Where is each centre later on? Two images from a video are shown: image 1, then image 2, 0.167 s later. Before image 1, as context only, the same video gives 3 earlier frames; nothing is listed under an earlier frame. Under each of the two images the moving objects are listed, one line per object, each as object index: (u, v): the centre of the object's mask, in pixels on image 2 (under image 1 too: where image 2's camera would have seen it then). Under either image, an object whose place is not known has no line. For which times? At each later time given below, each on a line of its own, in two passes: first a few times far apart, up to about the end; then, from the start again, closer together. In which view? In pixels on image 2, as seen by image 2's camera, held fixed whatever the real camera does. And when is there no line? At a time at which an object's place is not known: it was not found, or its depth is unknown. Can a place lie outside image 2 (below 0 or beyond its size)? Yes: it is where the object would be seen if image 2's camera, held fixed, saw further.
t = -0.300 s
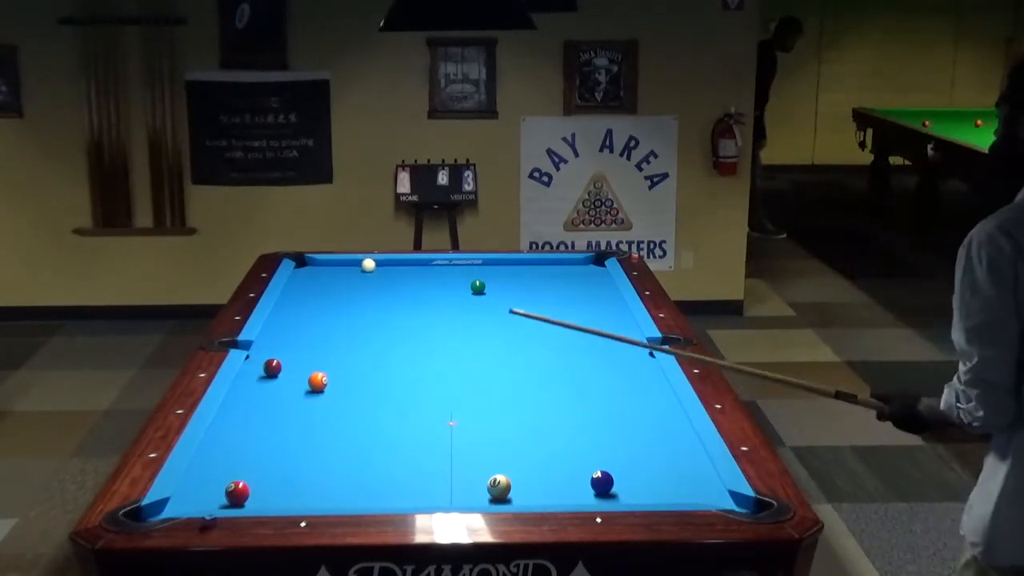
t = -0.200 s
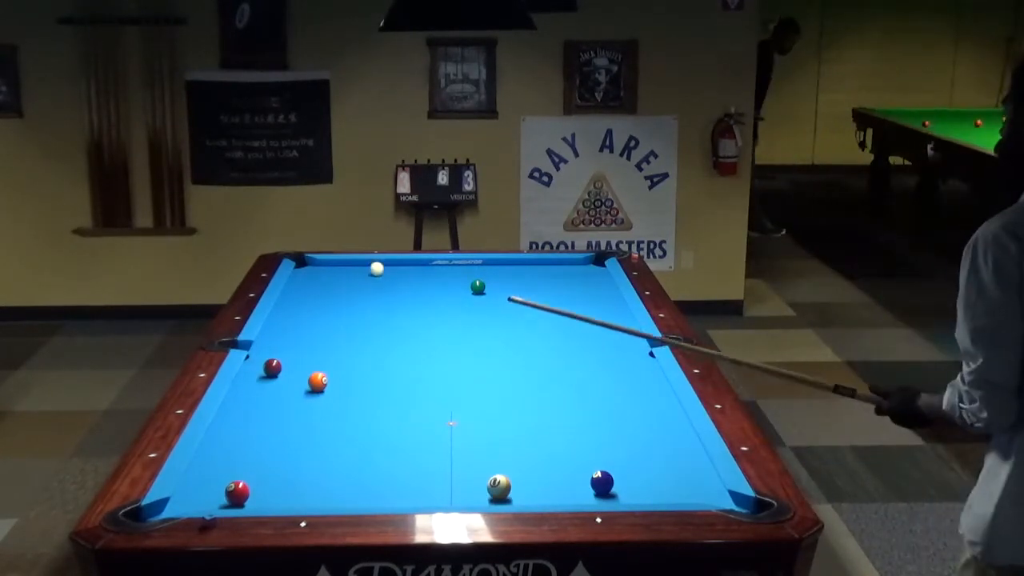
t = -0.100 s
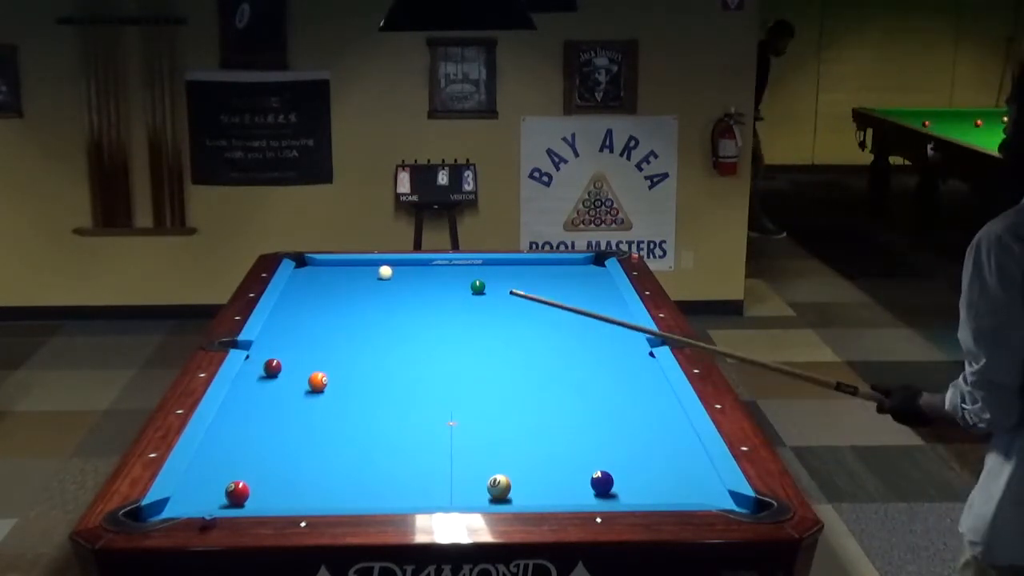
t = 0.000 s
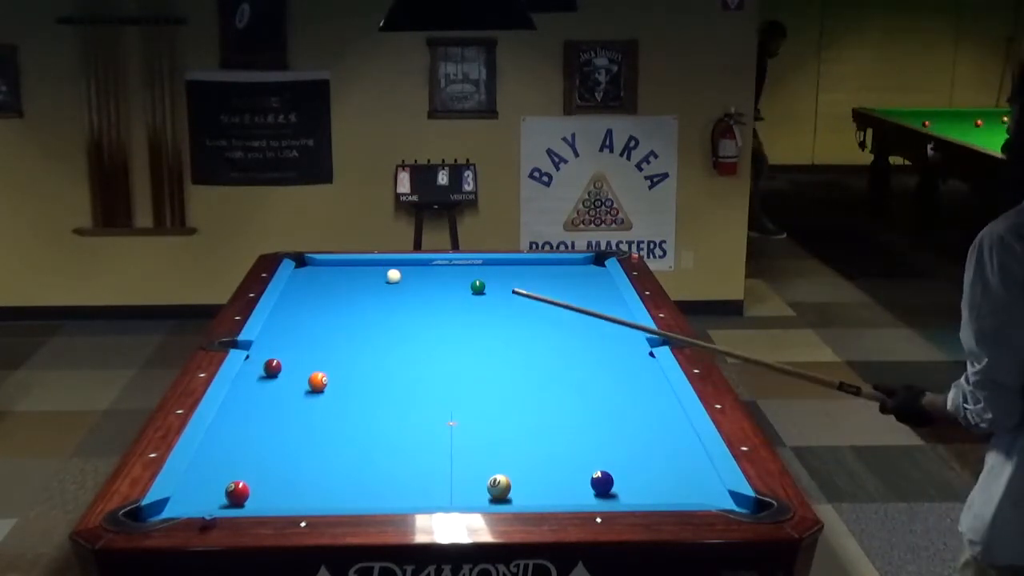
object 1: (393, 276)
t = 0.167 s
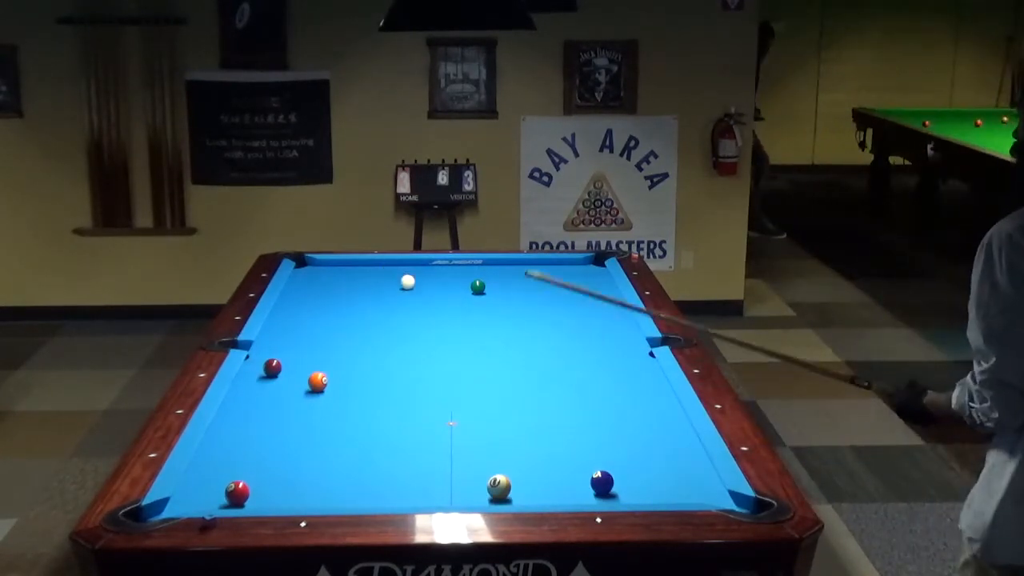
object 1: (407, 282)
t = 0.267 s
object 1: (416, 286)
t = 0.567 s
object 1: (442, 297)
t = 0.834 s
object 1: (466, 308)
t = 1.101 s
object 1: (491, 319)
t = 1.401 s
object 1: (520, 332)
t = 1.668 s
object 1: (547, 343)
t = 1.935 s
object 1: (573, 355)
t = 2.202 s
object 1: (601, 367)
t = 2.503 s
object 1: (633, 381)
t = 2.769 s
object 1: (661, 393)
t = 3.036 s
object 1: (658, 402)
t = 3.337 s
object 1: (649, 411)
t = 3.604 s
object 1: (641, 419)
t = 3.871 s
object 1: (633, 427)
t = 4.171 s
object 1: (625, 435)
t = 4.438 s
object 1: (618, 441)
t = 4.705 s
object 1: (612, 447)
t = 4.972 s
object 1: (606, 452)
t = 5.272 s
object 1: (599, 457)
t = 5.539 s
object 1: (594, 460)
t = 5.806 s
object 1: (590, 463)
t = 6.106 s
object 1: (586, 466)
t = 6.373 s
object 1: (584, 468)
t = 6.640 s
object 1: (582, 469)
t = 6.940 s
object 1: (582, 469)
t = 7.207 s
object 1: (582, 469)
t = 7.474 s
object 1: (582, 469)
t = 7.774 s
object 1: (582, 469)
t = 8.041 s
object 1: (582, 469)
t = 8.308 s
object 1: (582, 469)
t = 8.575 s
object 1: (582, 469)
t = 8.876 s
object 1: (582, 469)
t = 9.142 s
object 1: (582, 469)
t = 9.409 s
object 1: (582, 469)
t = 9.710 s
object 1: (582, 469)
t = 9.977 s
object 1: (582, 469)
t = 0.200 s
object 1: (410, 283)
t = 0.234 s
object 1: (413, 285)
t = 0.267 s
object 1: (416, 286)
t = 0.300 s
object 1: (419, 287)
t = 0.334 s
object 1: (422, 288)
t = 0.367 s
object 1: (425, 290)
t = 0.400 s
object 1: (427, 291)
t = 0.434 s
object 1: (430, 292)
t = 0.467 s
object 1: (433, 294)
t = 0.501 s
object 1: (436, 295)
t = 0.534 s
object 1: (439, 296)
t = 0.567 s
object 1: (442, 297)
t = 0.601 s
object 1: (445, 299)
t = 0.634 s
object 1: (448, 300)
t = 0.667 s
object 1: (451, 301)
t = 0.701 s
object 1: (454, 303)
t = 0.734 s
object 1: (457, 304)
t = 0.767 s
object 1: (460, 305)
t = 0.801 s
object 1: (464, 307)
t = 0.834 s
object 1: (466, 308)
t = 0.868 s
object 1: (469, 309)
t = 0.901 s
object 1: (473, 311)
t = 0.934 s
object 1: (476, 312)
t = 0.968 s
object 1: (479, 314)
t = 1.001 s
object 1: (482, 315)
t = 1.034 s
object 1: (485, 316)
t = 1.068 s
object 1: (488, 318)
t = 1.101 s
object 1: (491, 319)
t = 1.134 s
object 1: (495, 320)
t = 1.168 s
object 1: (498, 322)
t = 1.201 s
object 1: (501, 323)
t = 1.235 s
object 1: (504, 325)
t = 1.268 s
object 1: (507, 326)
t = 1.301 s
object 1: (511, 327)
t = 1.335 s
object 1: (514, 329)
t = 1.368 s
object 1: (517, 330)
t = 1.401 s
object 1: (520, 332)
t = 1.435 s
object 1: (524, 333)
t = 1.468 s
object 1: (527, 334)
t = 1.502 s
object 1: (530, 336)
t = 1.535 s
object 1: (534, 337)
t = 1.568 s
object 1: (537, 339)
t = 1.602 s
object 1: (540, 340)
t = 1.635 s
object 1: (543, 342)
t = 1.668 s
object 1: (547, 343)
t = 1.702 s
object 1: (550, 345)
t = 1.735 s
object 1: (553, 346)
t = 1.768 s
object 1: (557, 348)
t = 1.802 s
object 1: (560, 349)
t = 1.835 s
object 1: (564, 350)
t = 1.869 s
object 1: (566, 352)
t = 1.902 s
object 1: (570, 353)
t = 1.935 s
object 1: (573, 355)
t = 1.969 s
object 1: (577, 356)
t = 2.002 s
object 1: (580, 358)
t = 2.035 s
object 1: (584, 359)
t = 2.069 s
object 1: (587, 361)
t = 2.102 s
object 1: (591, 362)
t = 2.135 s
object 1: (594, 364)
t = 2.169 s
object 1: (598, 365)
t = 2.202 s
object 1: (601, 367)
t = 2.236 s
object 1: (604, 369)
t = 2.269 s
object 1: (608, 370)
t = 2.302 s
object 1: (611, 371)
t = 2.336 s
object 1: (615, 373)
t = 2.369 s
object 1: (619, 375)
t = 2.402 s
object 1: (622, 376)
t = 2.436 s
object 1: (625, 378)
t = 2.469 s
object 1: (629, 379)
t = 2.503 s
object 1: (633, 381)
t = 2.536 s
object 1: (636, 382)
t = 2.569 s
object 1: (640, 384)
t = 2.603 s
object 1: (643, 385)
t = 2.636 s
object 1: (646, 387)
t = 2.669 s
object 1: (650, 389)
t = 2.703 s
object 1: (654, 390)
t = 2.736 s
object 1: (657, 392)
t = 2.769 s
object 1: (661, 393)
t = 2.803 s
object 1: (665, 395)
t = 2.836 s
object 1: (665, 396)
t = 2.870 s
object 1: (663, 397)
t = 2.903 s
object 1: (662, 398)
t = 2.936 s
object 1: (661, 399)
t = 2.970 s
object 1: (660, 400)
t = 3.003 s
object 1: (659, 401)
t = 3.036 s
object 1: (658, 402)
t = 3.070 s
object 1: (657, 403)
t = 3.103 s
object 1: (656, 404)
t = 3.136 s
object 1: (655, 405)
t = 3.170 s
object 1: (654, 406)
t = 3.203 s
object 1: (653, 407)
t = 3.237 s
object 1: (652, 408)
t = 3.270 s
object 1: (651, 409)
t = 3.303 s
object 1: (650, 410)
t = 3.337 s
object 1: (649, 411)
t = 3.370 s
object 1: (648, 413)
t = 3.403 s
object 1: (647, 413)
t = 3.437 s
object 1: (646, 414)
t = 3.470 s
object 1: (645, 415)
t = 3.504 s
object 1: (644, 416)
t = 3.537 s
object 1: (643, 417)
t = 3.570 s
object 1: (642, 418)
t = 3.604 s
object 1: (641, 419)
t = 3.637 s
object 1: (640, 420)
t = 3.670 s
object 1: (639, 421)
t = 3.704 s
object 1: (638, 422)
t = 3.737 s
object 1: (637, 423)
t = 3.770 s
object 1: (636, 424)
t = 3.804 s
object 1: (635, 425)
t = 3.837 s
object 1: (634, 426)
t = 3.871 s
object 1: (633, 427)
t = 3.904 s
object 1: (632, 428)
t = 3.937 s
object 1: (631, 429)
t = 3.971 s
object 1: (630, 429)
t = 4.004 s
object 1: (629, 430)
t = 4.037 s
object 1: (629, 431)
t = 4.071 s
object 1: (628, 433)
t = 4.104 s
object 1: (627, 433)
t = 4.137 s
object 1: (626, 434)
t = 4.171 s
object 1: (625, 435)
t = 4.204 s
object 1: (624, 436)
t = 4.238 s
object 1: (623, 437)
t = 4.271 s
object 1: (622, 438)
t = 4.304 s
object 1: (621, 438)
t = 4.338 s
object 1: (621, 439)
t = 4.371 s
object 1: (620, 440)
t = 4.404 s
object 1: (619, 441)
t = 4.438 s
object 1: (618, 441)
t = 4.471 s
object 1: (618, 442)
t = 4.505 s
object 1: (617, 443)
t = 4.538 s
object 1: (616, 444)
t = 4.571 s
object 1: (615, 444)
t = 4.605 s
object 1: (614, 445)
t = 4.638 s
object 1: (614, 446)
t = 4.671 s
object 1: (613, 447)
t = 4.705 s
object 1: (612, 447)
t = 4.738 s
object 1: (611, 448)
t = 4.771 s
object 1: (610, 449)
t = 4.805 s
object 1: (610, 449)
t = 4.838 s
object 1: (609, 450)
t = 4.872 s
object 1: (608, 450)
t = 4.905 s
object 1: (607, 451)
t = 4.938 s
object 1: (607, 452)
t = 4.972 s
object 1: (606, 452)
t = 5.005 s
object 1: (605, 453)
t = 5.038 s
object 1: (604, 453)
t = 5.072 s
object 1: (604, 454)
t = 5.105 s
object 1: (603, 454)
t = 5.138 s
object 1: (602, 455)
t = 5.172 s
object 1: (601, 455)
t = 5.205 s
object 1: (601, 456)
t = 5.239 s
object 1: (600, 456)
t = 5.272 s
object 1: (599, 457)
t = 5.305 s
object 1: (599, 457)
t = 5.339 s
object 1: (598, 458)
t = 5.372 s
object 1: (597, 458)
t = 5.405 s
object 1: (597, 459)
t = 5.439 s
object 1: (596, 459)
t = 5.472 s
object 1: (595, 459)
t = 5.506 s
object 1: (594, 460)
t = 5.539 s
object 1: (594, 460)
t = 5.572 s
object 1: (593, 461)
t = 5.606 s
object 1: (593, 461)
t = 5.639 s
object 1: (592, 461)
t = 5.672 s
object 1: (592, 462)
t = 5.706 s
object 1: (591, 462)
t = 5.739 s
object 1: (590, 463)
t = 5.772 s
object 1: (590, 463)
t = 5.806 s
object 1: (590, 463)
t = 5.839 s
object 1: (589, 464)
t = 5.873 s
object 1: (589, 464)
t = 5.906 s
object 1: (588, 464)
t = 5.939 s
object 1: (588, 465)
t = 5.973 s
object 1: (587, 465)
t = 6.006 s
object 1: (587, 465)
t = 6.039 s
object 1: (587, 465)
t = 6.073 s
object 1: (586, 466)
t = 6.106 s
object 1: (586, 466)
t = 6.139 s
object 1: (586, 466)
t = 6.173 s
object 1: (585, 467)
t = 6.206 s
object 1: (585, 467)
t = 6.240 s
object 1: (585, 467)
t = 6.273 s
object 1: (585, 467)
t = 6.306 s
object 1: (584, 468)
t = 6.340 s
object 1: (584, 468)
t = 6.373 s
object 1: (584, 468)
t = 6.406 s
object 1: (583, 468)
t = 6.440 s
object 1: (583, 468)
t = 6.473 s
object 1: (583, 469)
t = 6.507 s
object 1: (583, 469)
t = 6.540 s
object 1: (582, 469)
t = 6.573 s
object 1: (582, 469)
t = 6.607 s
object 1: (582, 469)
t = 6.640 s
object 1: (582, 469)
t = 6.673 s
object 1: (582, 469)
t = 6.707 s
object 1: (582, 469)
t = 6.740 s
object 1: (582, 469)
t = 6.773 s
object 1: (582, 469)
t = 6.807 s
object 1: (582, 469)
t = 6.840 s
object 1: (582, 469)
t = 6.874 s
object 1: (582, 470)
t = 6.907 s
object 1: (582, 469)
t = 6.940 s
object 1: (582, 469)
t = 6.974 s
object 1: (582, 469)
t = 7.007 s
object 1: (582, 469)
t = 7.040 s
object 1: (582, 469)
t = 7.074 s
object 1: (582, 469)
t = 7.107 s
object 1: (582, 469)
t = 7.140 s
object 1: (582, 469)
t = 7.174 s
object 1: (582, 469)
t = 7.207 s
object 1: (582, 469)
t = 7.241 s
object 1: (582, 469)
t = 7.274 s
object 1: (582, 469)
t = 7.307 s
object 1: (582, 469)
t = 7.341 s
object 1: (582, 469)
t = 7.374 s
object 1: (582, 469)
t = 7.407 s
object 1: (582, 469)
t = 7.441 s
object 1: (582, 469)
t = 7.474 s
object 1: (582, 469)
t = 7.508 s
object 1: (582, 469)
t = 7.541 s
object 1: (582, 469)
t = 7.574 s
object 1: (582, 469)
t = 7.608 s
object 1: (582, 469)
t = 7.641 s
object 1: (582, 469)
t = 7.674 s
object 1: (582, 469)
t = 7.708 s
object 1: (582, 469)
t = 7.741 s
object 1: (582, 469)
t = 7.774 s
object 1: (582, 469)
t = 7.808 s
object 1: (582, 469)
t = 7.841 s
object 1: (582, 469)
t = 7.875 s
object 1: (582, 469)
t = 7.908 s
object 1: (582, 469)
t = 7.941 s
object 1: (582, 469)
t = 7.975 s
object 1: (582, 469)
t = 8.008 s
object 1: (582, 469)
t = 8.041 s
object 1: (582, 469)
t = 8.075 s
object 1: (582, 469)
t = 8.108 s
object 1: (582, 469)
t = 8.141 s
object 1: (582, 469)
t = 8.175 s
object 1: (582, 469)
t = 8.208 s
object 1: (582, 469)
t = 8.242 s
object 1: (582, 469)
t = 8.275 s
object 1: (582, 469)
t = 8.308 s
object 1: (582, 469)
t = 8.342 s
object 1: (582, 469)
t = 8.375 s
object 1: (582, 469)
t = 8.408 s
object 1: (582, 469)
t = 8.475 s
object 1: (582, 469)
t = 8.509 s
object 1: (582, 469)
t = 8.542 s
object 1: (582, 469)
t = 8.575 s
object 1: (582, 469)
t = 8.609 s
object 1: (582, 469)
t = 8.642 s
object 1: (582, 469)
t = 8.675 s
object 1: (582, 469)
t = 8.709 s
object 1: (582, 469)
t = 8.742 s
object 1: (582, 469)
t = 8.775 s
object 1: (582, 469)
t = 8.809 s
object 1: (582, 469)
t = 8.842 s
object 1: (582, 469)
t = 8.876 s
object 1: (582, 469)
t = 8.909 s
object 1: (582, 469)
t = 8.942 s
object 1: (582, 469)
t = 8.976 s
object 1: (582, 469)
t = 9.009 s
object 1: (582, 469)
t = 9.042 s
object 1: (582, 469)
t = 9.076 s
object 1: (582, 469)
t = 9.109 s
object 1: (582, 469)
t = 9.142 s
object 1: (582, 469)
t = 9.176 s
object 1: (582, 469)
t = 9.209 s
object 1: (582, 469)
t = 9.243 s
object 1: (582, 469)
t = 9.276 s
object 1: (582, 469)
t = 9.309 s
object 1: (582, 469)
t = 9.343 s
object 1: (582, 469)
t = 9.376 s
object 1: (582, 469)
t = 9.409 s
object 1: (582, 469)
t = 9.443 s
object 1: (582, 469)
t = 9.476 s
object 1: (582, 469)
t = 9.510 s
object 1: (582, 469)
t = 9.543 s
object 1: (582, 469)
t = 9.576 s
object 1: (582, 469)
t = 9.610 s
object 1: (582, 469)
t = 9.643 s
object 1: (582, 469)
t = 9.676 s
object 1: (582, 469)
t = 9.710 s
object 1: (582, 469)
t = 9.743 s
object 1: (582, 469)
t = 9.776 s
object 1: (582, 469)
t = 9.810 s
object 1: (582, 469)
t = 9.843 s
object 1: (582, 469)
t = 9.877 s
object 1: (582, 469)
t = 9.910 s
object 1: (582, 469)
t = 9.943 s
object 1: (582, 469)
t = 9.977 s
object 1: (582, 469)
